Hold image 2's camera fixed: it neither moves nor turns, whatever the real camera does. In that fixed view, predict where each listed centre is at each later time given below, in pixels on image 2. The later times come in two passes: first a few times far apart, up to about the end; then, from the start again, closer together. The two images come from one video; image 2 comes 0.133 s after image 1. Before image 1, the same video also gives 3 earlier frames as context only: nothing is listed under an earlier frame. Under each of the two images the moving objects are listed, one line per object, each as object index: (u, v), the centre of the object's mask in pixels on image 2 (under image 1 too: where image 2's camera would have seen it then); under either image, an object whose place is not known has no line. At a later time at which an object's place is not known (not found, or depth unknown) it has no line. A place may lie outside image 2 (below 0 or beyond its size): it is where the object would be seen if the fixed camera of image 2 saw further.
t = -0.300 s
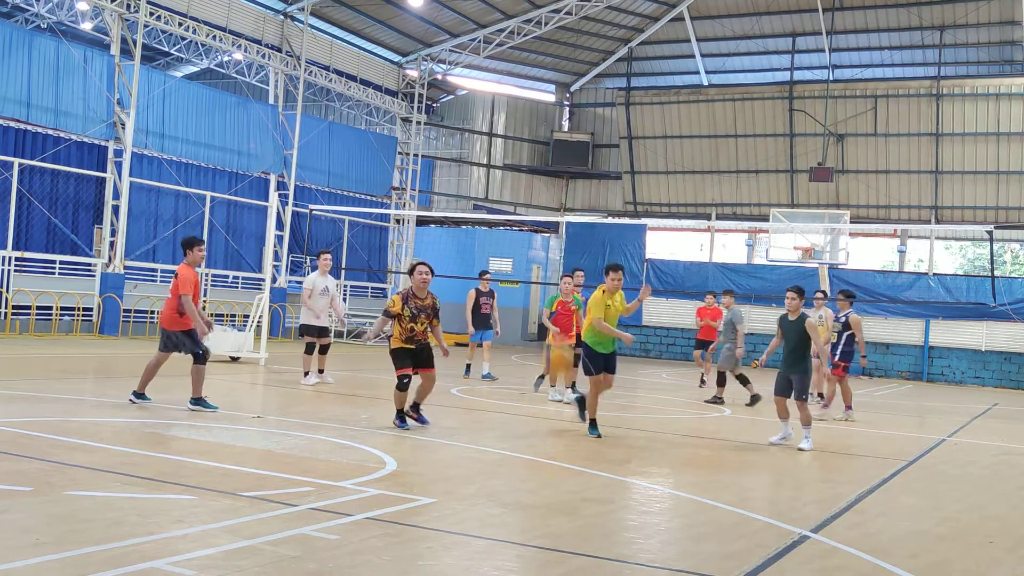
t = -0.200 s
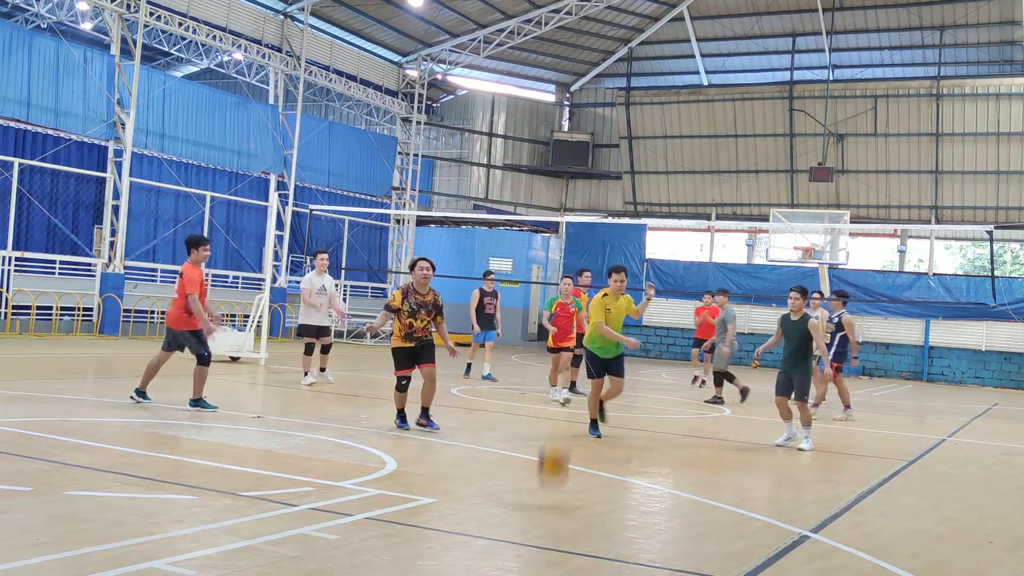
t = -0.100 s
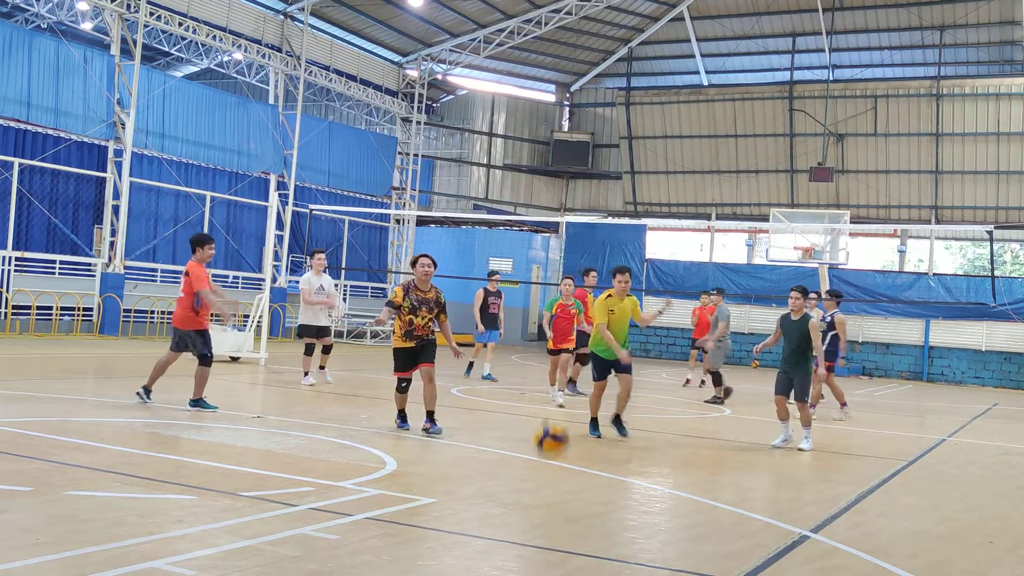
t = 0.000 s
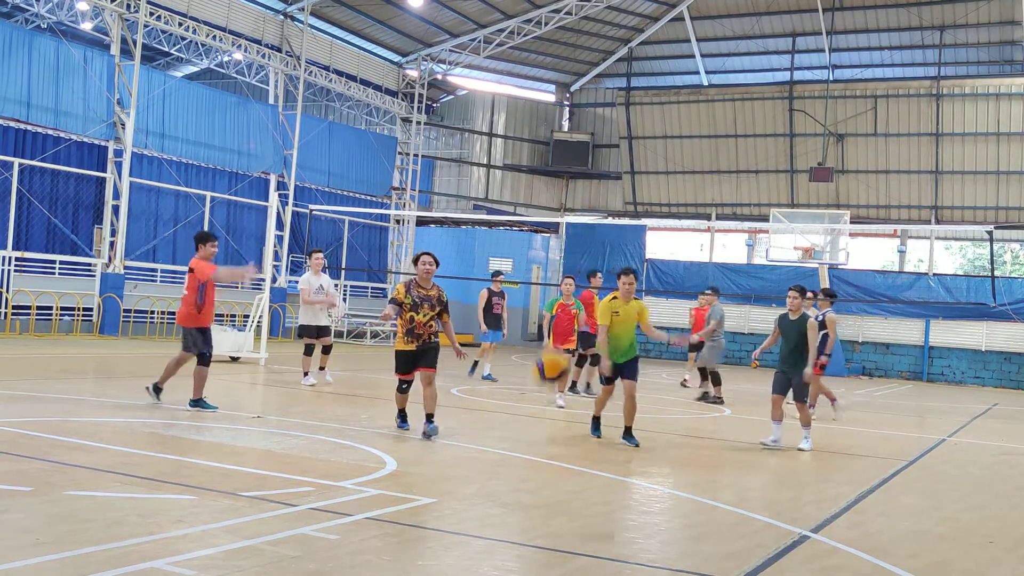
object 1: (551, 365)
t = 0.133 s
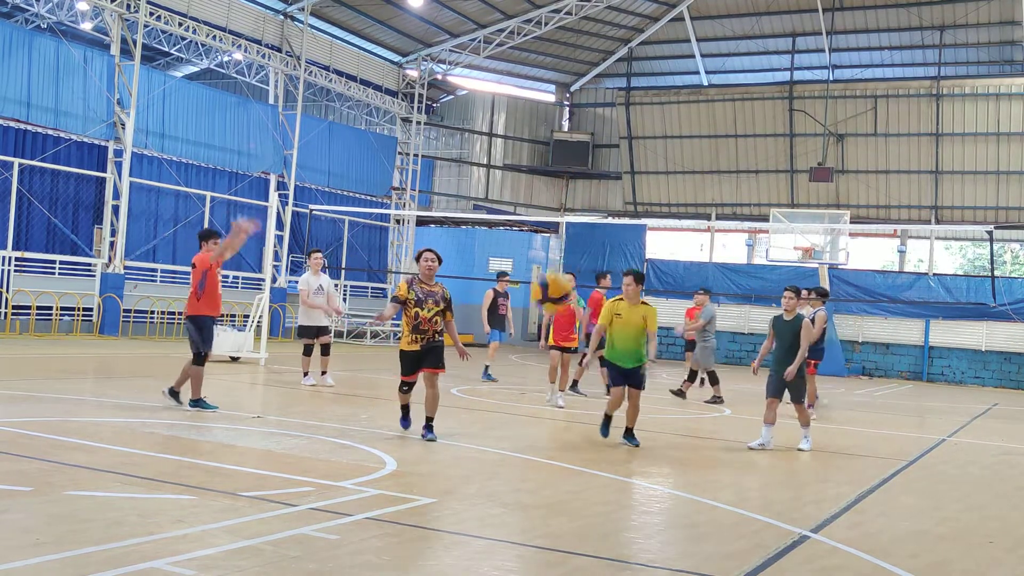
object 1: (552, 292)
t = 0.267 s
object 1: (547, 240)
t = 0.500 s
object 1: (533, 224)
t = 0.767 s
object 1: (494, 399)
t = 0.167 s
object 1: (551, 275)
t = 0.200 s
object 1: (549, 261)
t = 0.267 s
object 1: (547, 240)
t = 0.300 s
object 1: (546, 230)
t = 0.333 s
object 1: (545, 223)
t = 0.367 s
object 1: (542, 218)
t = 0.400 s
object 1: (541, 216)
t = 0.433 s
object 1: (538, 216)
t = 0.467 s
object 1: (536, 219)
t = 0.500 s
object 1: (533, 224)
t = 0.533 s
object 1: (530, 232)
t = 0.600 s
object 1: (521, 259)
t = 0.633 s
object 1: (517, 278)
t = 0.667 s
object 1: (512, 303)
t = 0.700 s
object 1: (504, 332)
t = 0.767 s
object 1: (494, 399)
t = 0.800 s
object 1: (487, 442)
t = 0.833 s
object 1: (478, 492)
